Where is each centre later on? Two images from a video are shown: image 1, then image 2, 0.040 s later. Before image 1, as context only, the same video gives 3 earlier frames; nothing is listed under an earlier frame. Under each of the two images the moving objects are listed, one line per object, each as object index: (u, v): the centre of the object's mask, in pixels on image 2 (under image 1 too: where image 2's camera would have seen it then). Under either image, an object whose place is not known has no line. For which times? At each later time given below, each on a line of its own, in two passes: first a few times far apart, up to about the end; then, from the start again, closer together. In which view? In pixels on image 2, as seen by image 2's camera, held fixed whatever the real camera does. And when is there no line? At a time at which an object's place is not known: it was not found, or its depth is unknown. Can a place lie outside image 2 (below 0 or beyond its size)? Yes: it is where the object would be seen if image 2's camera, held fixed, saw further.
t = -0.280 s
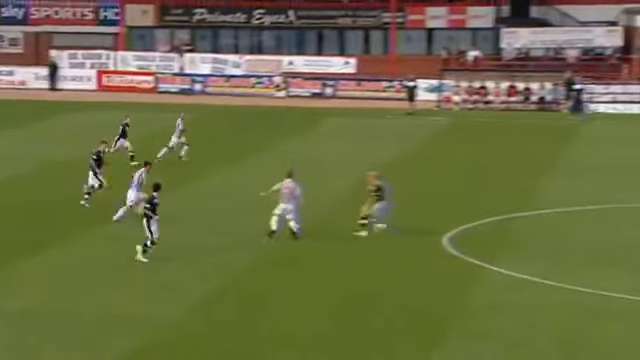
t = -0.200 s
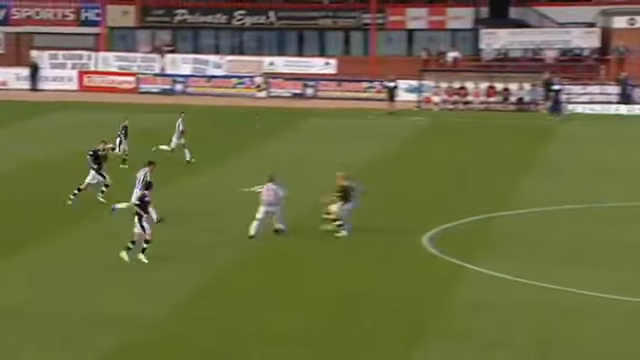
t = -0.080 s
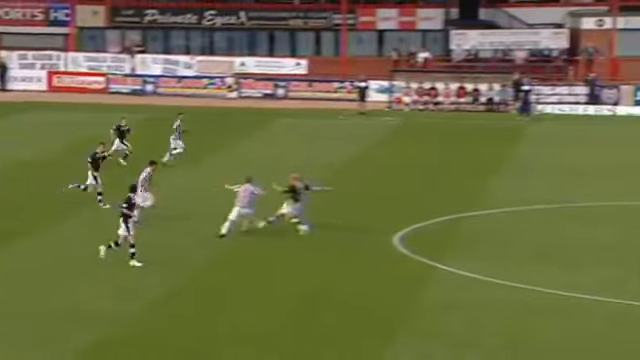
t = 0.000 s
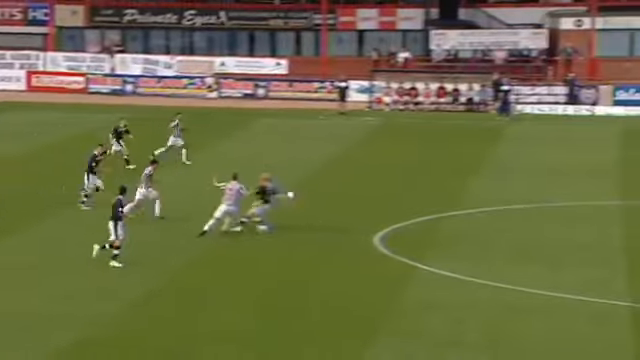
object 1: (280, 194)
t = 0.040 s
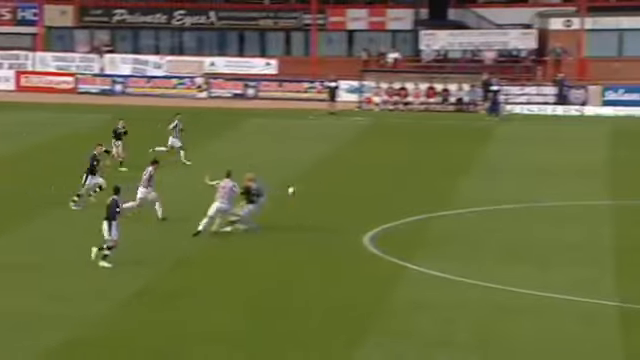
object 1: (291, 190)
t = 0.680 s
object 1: (437, 167)
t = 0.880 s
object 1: (468, 168)
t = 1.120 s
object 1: (500, 163)
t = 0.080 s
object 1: (302, 187)
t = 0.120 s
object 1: (313, 184)
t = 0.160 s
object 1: (323, 183)
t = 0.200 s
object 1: (334, 181)
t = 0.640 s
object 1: (430, 169)
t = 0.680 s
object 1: (437, 167)
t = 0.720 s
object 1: (443, 166)
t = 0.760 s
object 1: (450, 166)
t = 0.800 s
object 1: (456, 166)
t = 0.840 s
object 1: (462, 167)
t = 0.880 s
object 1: (468, 168)
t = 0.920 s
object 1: (474, 170)
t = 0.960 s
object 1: (480, 172)
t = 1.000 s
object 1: (485, 170)
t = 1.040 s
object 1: (490, 167)
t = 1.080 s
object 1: (495, 165)
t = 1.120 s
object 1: (500, 163)
